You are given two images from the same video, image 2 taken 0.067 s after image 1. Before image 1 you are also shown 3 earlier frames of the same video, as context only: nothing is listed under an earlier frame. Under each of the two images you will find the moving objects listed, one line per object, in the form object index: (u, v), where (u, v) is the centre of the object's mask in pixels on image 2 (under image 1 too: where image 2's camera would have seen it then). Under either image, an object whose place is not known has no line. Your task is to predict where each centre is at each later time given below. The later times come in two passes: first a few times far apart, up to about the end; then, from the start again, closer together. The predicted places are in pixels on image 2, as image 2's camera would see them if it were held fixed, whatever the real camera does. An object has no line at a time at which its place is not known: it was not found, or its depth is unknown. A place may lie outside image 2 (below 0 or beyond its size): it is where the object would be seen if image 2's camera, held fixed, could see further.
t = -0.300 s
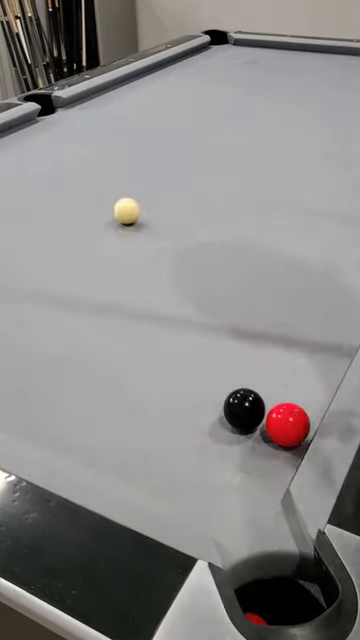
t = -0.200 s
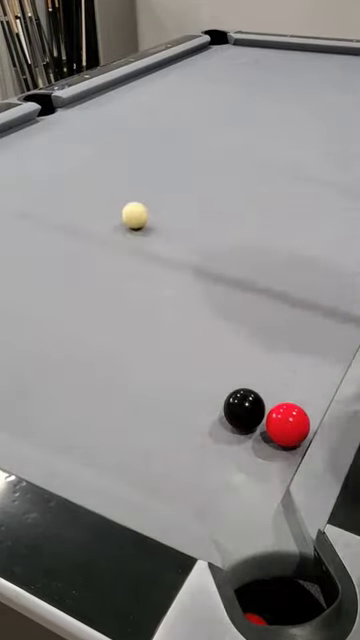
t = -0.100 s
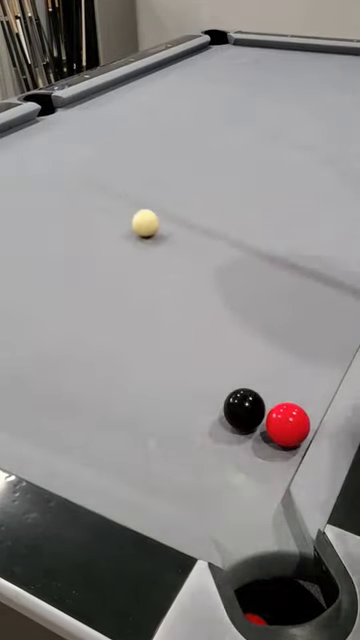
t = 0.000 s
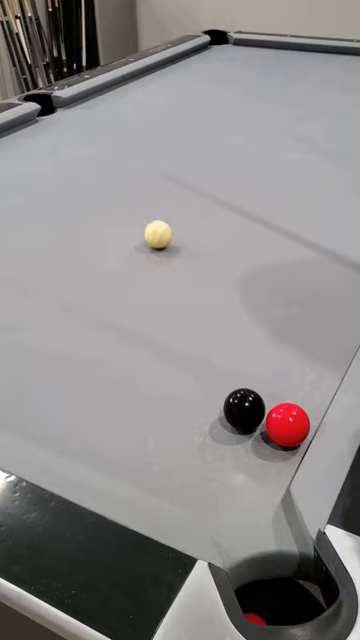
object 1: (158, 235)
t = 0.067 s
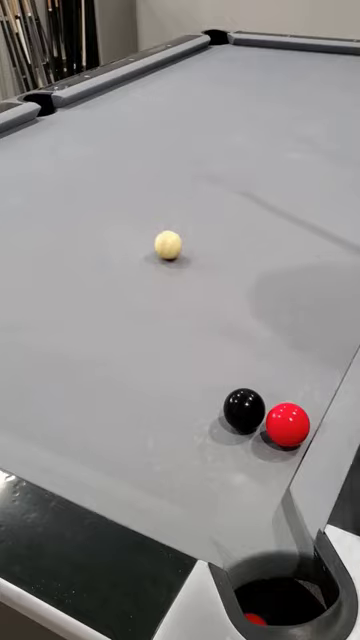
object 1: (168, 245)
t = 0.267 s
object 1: (211, 293)
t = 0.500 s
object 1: (305, 395)
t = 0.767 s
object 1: (212, 359)
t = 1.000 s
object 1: (151, 339)
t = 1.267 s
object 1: (90, 320)
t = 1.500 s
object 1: (42, 306)
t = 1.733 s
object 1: (7, 293)
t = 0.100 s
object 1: (173, 251)
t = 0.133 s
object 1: (180, 258)
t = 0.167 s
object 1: (186, 265)
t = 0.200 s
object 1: (194, 274)
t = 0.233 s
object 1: (202, 283)
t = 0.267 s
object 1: (211, 293)
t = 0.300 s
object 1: (221, 304)
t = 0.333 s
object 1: (232, 317)
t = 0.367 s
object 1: (243, 331)
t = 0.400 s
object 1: (256, 346)
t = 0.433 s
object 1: (271, 362)
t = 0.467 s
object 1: (285, 379)
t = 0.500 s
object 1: (305, 395)
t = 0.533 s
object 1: (302, 397)
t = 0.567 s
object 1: (283, 389)
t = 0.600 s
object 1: (269, 380)
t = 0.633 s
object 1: (255, 373)
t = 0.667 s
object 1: (242, 369)
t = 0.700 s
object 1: (231, 365)
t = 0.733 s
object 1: (222, 362)
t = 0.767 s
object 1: (212, 359)
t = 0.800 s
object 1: (203, 356)
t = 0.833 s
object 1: (194, 353)
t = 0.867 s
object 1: (185, 350)
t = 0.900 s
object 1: (176, 348)
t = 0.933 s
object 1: (168, 345)
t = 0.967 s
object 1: (159, 342)
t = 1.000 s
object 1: (151, 339)
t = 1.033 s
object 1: (143, 337)
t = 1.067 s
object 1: (135, 334)
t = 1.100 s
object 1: (127, 332)
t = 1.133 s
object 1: (120, 330)
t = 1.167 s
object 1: (112, 327)
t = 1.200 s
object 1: (105, 325)
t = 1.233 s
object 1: (97, 323)
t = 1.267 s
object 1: (90, 320)
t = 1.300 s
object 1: (83, 318)
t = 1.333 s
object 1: (76, 316)
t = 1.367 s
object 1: (69, 314)
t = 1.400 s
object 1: (62, 312)
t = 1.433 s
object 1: (55, 310)
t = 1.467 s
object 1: (49, 308)
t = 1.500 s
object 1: (42, 306)
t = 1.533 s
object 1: (36, 304)
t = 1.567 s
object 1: (30, 302)
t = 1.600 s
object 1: (24, 300)
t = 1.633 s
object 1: (17, 298)
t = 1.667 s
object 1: (13, 296)
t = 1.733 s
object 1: (7, 293)
